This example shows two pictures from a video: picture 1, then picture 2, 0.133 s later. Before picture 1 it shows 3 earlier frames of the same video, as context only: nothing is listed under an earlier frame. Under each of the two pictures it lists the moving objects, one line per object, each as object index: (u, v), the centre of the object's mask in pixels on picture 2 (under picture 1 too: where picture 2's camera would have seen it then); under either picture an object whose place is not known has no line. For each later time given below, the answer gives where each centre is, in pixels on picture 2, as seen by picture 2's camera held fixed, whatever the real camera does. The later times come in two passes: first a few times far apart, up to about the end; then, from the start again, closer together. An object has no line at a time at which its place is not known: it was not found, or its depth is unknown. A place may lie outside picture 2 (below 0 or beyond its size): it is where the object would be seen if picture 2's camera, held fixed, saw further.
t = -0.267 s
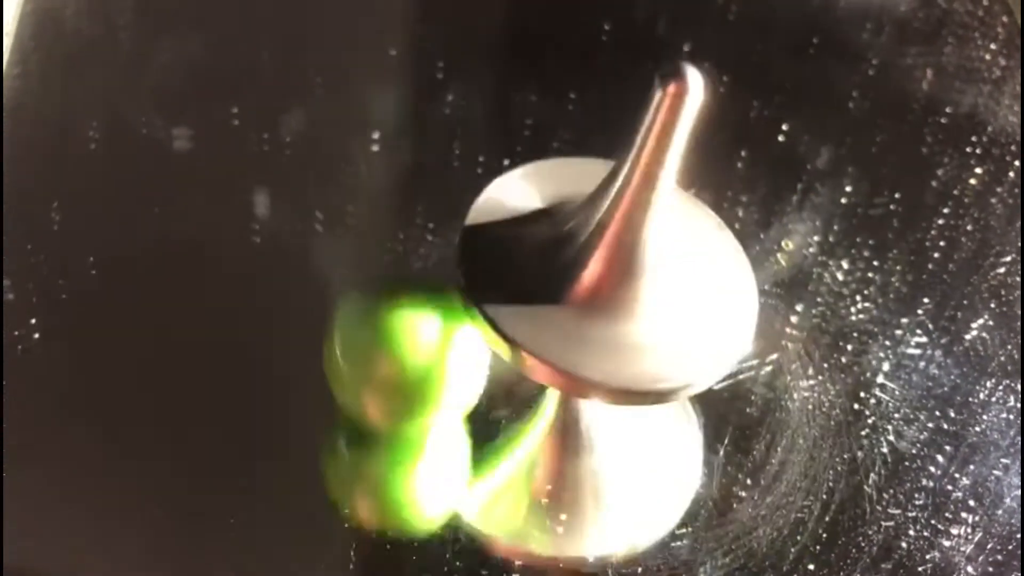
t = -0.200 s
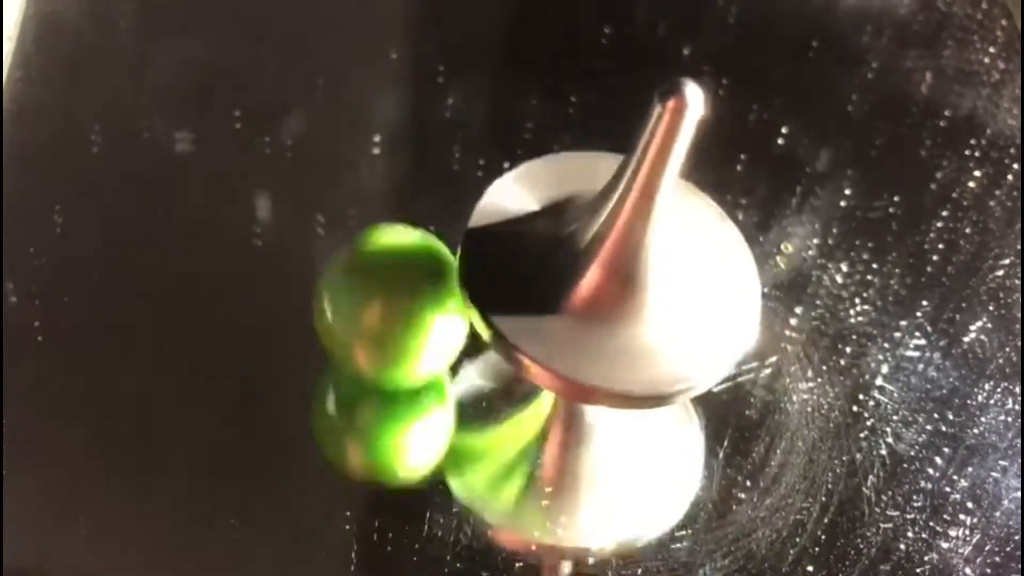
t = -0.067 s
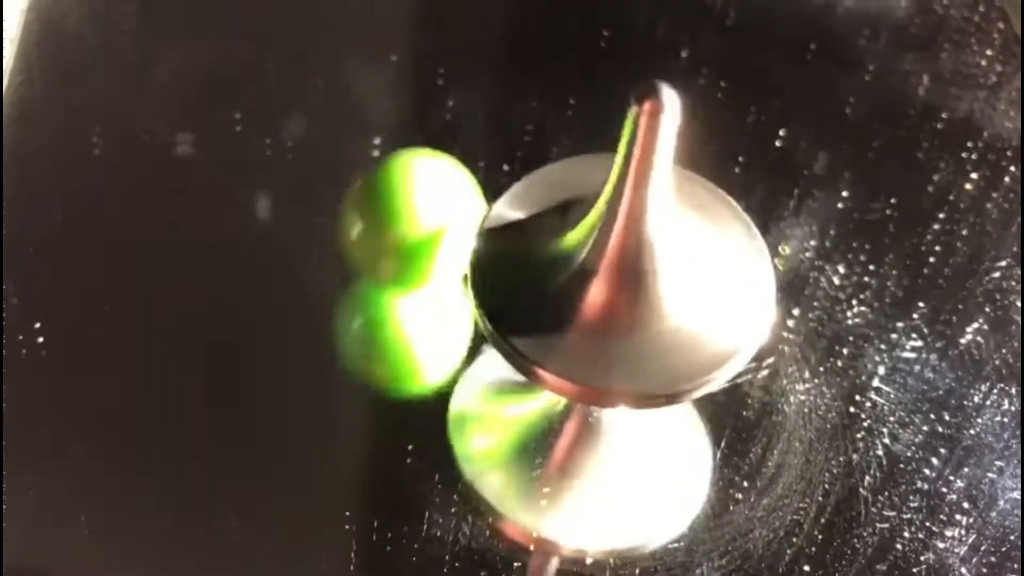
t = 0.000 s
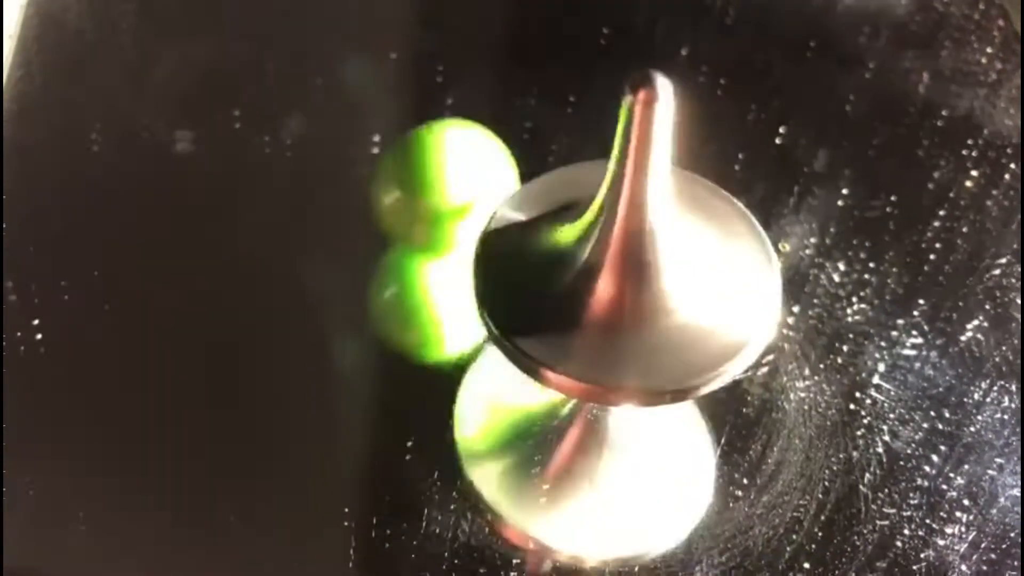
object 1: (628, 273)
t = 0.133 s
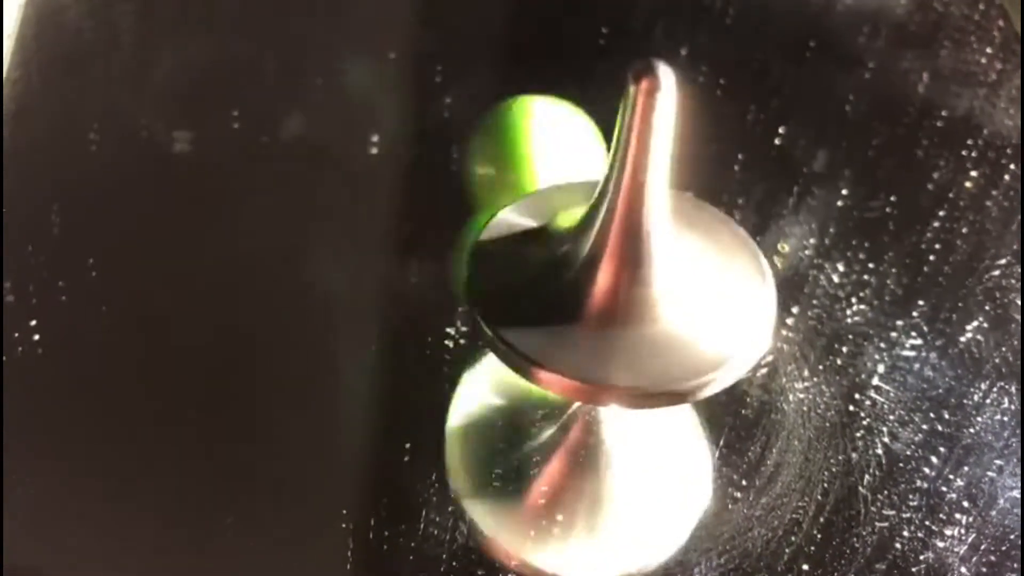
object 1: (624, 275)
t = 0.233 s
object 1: (615, 274)
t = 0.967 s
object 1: (604, 264)
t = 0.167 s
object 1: (622, 275)
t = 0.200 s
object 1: (618, 275)
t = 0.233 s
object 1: (615, 274)
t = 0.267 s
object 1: (611, 272)
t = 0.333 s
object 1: (607, 272)
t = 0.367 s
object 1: (609, 271)
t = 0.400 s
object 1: (615, 272)
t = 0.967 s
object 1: (604, 264)
